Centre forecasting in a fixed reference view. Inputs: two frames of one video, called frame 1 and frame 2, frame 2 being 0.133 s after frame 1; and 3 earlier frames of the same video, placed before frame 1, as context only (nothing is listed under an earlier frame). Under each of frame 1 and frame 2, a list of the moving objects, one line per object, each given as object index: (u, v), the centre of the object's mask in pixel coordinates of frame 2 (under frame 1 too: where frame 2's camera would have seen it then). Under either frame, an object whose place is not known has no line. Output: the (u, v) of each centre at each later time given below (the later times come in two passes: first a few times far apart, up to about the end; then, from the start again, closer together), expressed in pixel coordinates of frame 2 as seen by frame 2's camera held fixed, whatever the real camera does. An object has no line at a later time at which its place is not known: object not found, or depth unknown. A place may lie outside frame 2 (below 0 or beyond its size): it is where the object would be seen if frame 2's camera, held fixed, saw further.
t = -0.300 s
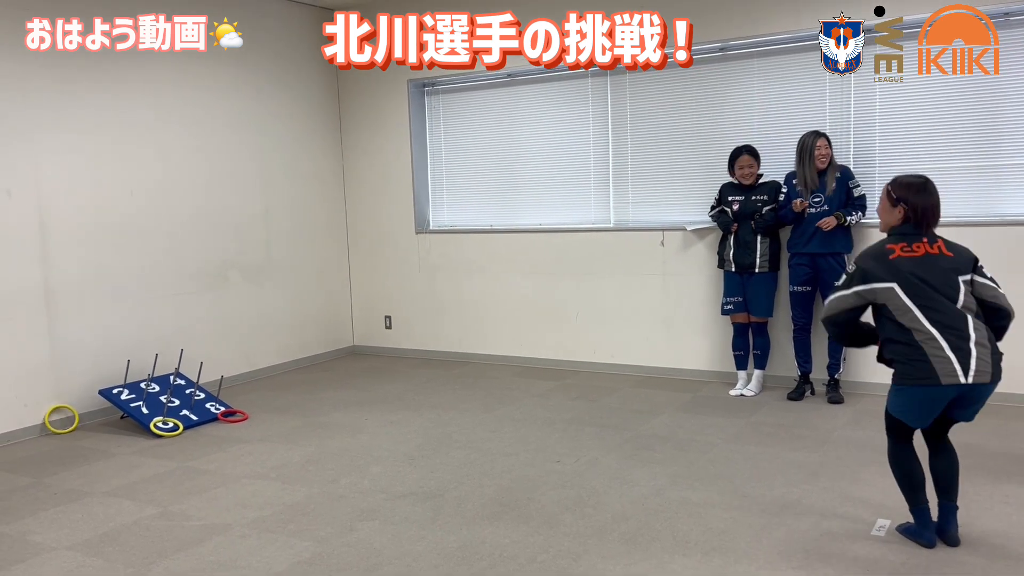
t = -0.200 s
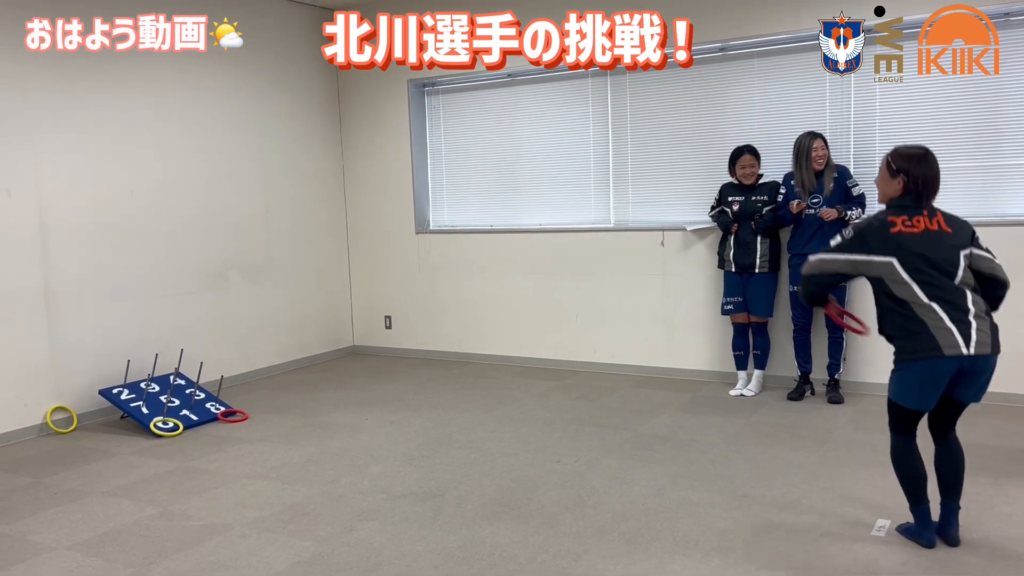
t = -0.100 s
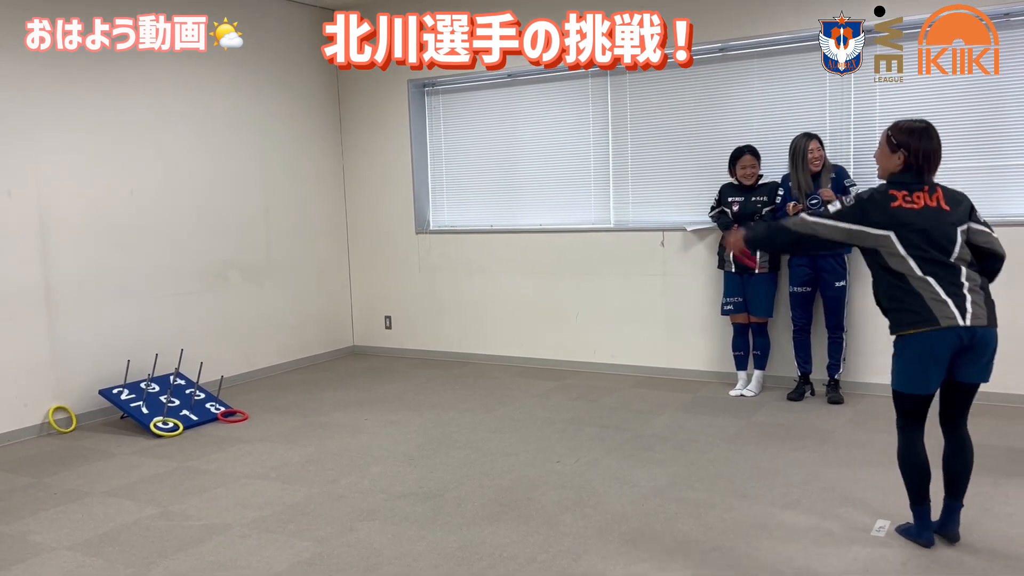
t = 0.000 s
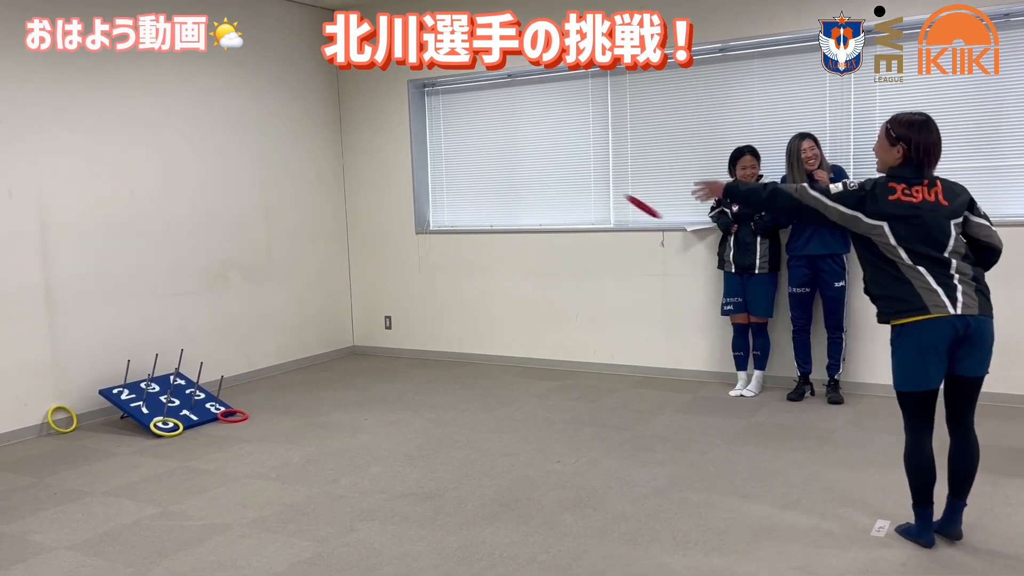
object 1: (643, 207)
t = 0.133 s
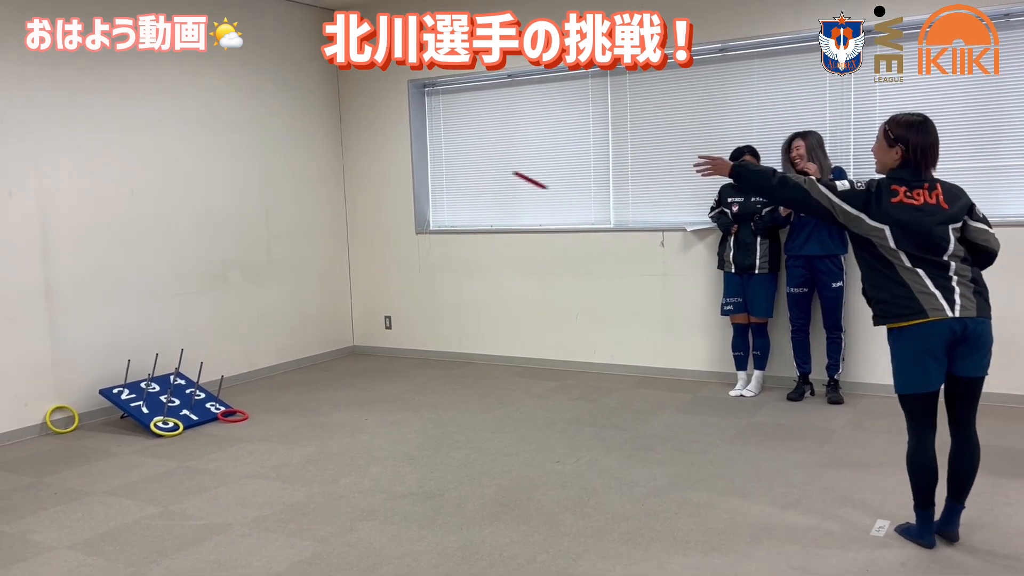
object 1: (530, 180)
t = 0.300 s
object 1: (414, 195)
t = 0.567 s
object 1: (272, 298)
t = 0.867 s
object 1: (215, 383)
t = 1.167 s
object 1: (214, 381)
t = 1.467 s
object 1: (224, 383)
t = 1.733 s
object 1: (222, 392)
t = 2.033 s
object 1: (221, 393)
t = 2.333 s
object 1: (221, 393)
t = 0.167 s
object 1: (504, 179)
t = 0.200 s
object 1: (480, 180)
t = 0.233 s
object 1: (457, 183)
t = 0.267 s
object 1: (435, 188)
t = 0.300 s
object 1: (414, 195)
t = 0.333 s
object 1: (393, 203)
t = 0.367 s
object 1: (374, 213)
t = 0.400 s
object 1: (354, 224)
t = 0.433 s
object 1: (336, 236)
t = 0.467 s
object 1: (319, 250)
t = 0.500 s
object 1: (303, 265)
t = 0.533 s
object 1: (287, 281)
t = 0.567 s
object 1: (272, 298)
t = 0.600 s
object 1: (258, 316)
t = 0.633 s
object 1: (244, 336)
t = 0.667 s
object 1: (231, 356)
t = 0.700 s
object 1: (219, 376)
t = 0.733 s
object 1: (208, 391)
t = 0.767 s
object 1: (214, 388)
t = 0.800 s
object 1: (219, 386)
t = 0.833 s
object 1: (215, 387)
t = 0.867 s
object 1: (215, 383)
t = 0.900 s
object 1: (212, 384)
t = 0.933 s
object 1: (214, 382)
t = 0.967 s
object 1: (215, 381)
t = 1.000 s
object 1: (216, 381)
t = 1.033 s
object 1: (217, 384)
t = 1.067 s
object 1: (219, 385)
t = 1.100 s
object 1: (217, 384)
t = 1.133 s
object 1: (217, 382)
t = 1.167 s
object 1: (214, 381)
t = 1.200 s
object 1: (214, 381)
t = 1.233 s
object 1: (213, 383)
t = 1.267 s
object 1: (213, 383)
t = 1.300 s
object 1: (216, 382)
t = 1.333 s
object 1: (219, 382)
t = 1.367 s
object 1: (221, 383)
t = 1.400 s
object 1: (223, 384)
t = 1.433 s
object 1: (223, 383)
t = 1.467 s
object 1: (224, 383)
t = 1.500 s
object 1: (225, 384)
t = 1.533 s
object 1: (224, 383)
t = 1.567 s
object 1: (224, 384)
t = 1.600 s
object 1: (223, 385)
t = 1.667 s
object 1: (222, 388)
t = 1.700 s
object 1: (221, 390)
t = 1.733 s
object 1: (222, 392)
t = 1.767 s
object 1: (222, 392)
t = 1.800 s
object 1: (221, 392)
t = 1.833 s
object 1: (221, 392)
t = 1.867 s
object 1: (221, 392)
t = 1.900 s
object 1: (221, 392)
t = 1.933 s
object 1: (221, 392)
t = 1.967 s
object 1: (221, 392)
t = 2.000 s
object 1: (221, 393)
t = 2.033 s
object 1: (221, 393)
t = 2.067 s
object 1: (221, 392)
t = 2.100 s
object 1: (221, 393)
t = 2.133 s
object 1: (221, 393)
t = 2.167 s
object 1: (221, 393)
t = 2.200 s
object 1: (221, 393)
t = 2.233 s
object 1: (221, 393)
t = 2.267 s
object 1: (221, 393)
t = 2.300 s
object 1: (221, 393)
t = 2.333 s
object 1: (221, 393)
